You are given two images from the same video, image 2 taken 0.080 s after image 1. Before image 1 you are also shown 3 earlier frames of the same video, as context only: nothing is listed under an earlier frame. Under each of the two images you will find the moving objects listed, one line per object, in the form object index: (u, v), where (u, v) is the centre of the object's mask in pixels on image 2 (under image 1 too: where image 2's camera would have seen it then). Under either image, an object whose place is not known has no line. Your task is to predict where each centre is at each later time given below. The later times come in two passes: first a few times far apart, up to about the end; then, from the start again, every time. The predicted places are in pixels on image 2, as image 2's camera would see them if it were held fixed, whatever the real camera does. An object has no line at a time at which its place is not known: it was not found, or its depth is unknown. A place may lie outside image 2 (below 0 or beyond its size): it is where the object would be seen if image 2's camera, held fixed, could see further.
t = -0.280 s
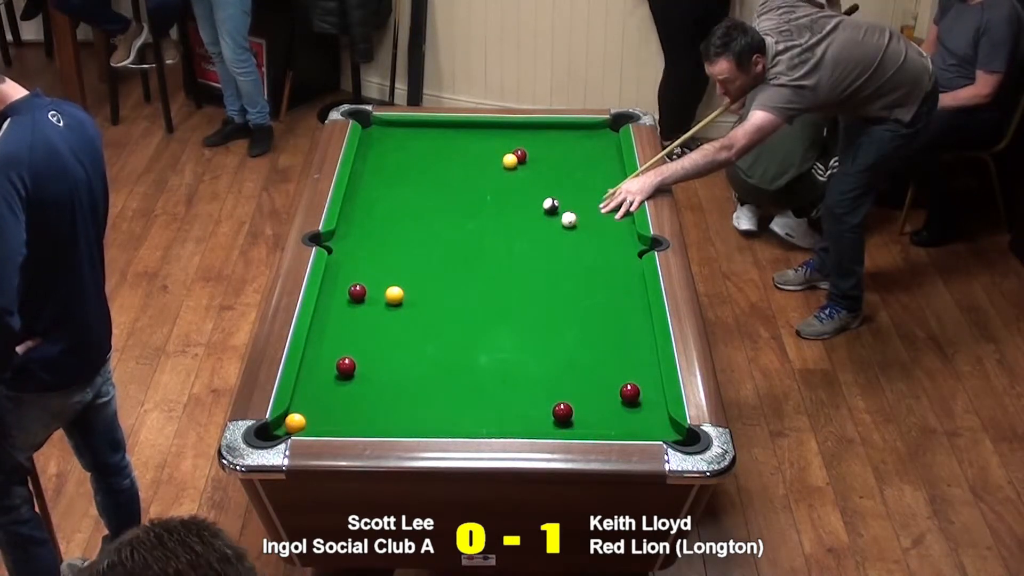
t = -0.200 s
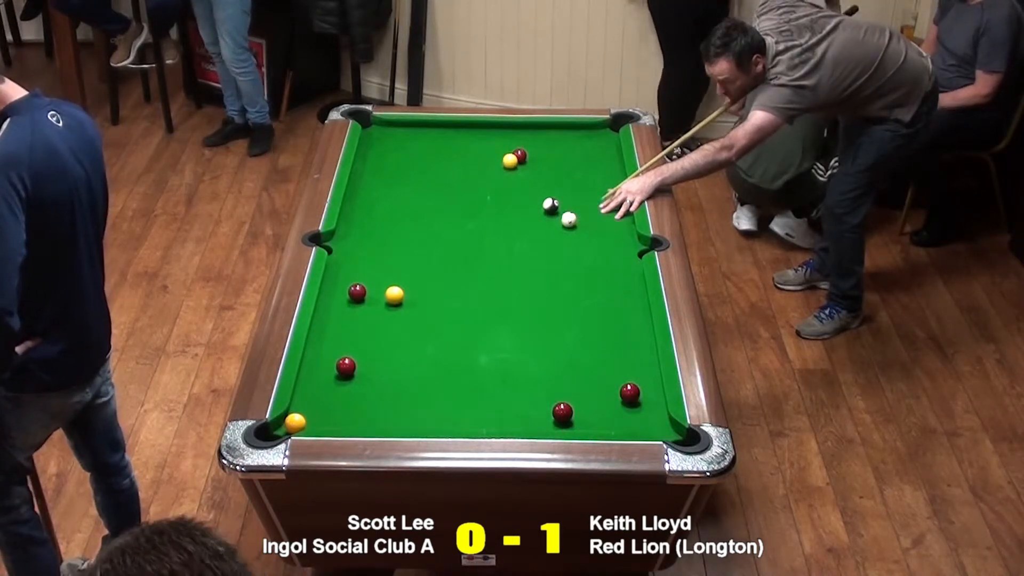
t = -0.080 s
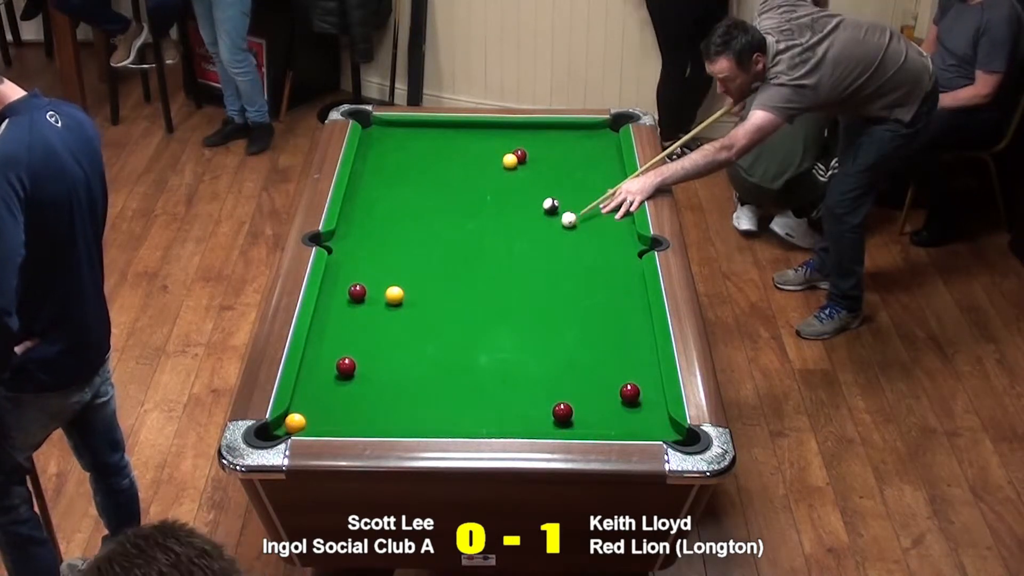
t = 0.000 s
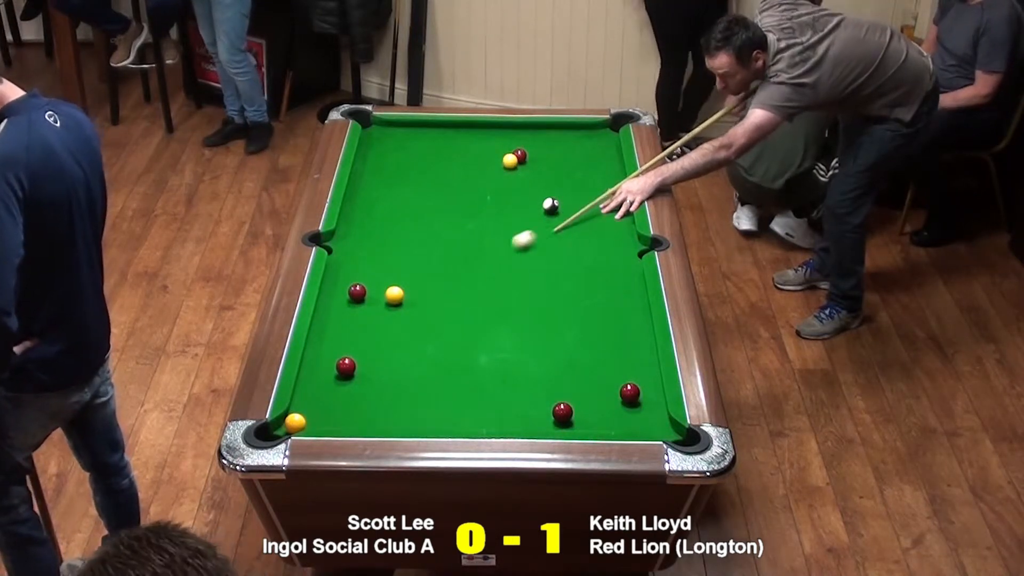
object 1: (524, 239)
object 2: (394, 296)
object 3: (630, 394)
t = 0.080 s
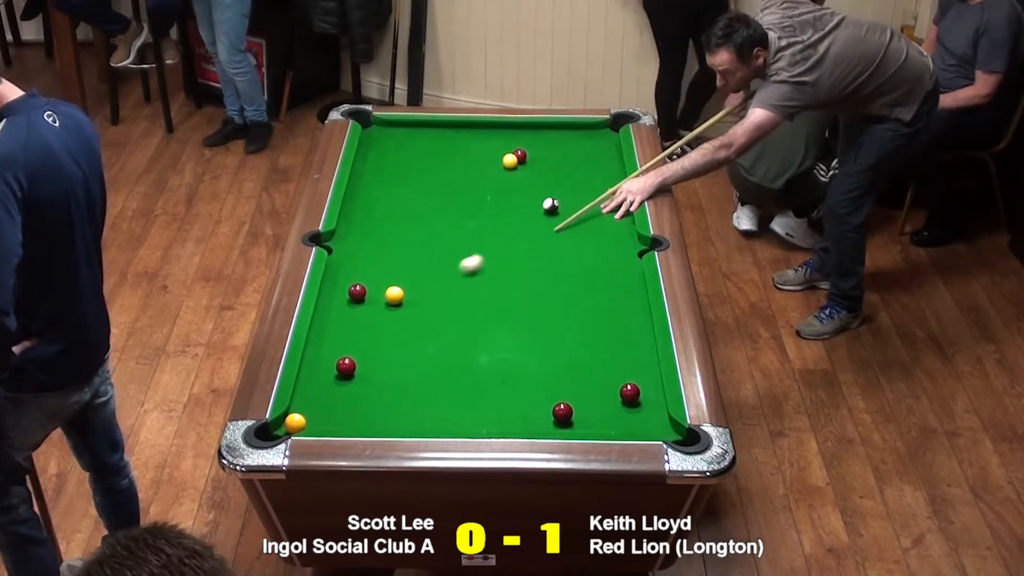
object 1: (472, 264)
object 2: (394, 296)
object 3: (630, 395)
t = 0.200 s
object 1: (415, 295)
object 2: (377, 299)
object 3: (630, 394)
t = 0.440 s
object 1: (444, 311)
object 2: (378, 329)
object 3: (630, 394)
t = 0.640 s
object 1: (467, 323)
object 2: (450, 350)
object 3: (630, 394)
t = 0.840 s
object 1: (491, 335)
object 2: (524, 370)
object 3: (630, 394)
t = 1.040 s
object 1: (514, 347)
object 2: (600, 392)
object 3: (630, 394)
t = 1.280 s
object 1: (540, 362)
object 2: (634, 420)
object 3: (633, 394)
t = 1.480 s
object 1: (562, 373)
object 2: (664, 428)
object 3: (602, 394)
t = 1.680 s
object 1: (582, 380)
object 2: (660, 431)
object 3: (573, 395)
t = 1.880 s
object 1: (598, 382)
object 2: (661, 430)
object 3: (546, 401)
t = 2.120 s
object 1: (616, 384)
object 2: (664, 428)
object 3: (516, 409)
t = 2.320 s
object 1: (629, 385)
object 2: (666, 427)
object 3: (492, 415)
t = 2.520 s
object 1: (641, 386)
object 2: (666, 427)
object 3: (469, 419)
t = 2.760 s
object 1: (653, 386)
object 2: (665, 427)
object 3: (443, 422)
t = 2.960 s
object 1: (648, 386)
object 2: (665, 427)
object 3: (425, 421)
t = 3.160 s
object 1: (643, 386)
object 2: (665, 427)
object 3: (411, 420)
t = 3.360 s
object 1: (640, 386)
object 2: (665, 427)
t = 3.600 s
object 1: (638, 386)
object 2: (665, 427)
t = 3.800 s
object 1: (638, 386)
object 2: (665, 427)
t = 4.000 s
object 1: (638, 386)
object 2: (665, 427)
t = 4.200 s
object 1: (638, 386)
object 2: (665, 427)
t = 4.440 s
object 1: (638, 386)
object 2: (665, 427)
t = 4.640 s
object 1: (638, 386)
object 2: (665, 427)
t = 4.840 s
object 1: (638, 386)
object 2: (665, 427)
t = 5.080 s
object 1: (638, 386)
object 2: (665, 426)
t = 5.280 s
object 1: (638, 386)
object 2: (665, 427)
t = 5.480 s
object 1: (638, 386)
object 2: (665, 426)
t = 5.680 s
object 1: (638, 386)
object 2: (665, 427)
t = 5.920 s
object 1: (638, 386)
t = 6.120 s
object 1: (638, 386)
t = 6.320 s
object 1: (638, 386)
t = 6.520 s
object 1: (638, 386)
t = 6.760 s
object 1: (638, 386)
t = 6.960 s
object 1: (638, 386)
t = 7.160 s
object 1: (638, 386)
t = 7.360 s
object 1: (638, 386)
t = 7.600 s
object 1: (638, 386)
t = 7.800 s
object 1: (638, 386)
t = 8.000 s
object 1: (638, 386)
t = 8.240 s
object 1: (638, 386)
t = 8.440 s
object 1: (638, 386)
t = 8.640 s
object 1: (638, 386)
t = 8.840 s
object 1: (638, 386)
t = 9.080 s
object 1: (638, 386)
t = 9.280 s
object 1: (638, 386)
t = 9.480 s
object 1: (638, 386)
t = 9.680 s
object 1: (638, 386)
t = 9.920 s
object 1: (638, 386)
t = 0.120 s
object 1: (446, 276)
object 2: (394, 296)
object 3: (630, 394)
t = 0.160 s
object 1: (419, 288)
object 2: (394, 296)
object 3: (630, 395)
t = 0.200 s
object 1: (415, 295)
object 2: (377, 299)
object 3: (630, 394)
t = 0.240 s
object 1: (420, 299)
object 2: (351, 306)
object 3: (630, 394)
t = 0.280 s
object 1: (425, 301)
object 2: (328, 311)
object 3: (630, 394)
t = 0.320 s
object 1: (429, 303)
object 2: (333, 317)
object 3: (630, 394)
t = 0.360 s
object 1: (434, 306)
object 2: (349, 321)
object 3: (630, 394)
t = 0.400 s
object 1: (439, 309)
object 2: (363, 325)
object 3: (630, 394)
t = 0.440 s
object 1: (444, 311)
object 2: (378, 329)
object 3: (630, 394)
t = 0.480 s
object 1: (449, 314)
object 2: (392, 333)
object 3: (630, 394)
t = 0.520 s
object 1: (453, 316)
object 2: (406, 337)
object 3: (630, 394)
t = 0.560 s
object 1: (458, 319)
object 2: (421, 341)
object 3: (630, 394)
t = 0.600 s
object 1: (463, 321)
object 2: (435, 345)
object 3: (630, 394)
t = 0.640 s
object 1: (467, 323)
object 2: (450, 350)
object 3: (630, 394)
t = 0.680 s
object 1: (472, 326)
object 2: (465, 354)
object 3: (630, 394)
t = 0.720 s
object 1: (477, 328)
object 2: (479, 358)
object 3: (630, 394)
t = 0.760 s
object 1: (481, 331)
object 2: (494, 362)
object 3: (630, 394)
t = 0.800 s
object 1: (486, 333)
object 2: (509, 366)
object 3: (630, 394)
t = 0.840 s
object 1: (491, 335)
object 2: (524, 370)
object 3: (630, 394)
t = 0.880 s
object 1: (495, 338)
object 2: (539, 375)
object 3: (630, 394)
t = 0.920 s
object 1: (500, 340)
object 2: (554, 379)
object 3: (630, 394)
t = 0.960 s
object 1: (505, 343)
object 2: (569, 383)
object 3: (630, 394)
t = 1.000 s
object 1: (509, 345)
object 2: (585, 387)
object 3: (630, 394)
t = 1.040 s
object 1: (514, 347)
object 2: (600, 392)
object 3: (630, 394)
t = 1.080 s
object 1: (518, 350)
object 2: (610, 397)
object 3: (635, 395)
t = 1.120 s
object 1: (522, 352)
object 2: (613, 402)
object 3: (647, 394)
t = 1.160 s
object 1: (527, 354)
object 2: (618, 406)
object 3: (653, 394)
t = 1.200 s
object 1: (531, 357)
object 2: (623, 411)
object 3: (646, 394)
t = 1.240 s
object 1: (536, 359)
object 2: (628, 416)
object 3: (639, 394)
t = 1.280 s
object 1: (540, 362)
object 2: (634, 420)
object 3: (633, 394)
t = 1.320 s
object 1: (545, 364)
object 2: (639, 423)
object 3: (626, 394)
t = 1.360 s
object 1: (549, 366)
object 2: (644, 427)
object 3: (620, 394)
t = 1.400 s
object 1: (553, 368)
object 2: (651, 427)
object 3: (614, 394)
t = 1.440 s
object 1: (557, 370)
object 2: (658, 428)
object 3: (608, 394)
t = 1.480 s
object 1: (562, 373)
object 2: (664, 428)
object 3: (602, 394)
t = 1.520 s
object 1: (566, 375)
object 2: (667, 428)
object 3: (595, 394)
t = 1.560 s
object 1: (570, 377)
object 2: (665, 429)
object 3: (590, 394)
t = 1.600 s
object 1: (574, 378)
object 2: (663, 430)
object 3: (584, 394)
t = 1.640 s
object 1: (578, 378)
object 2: (662, 430)
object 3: (578, 394)
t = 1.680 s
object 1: (582, 380)
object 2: (660, 431)
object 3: (573, 395)
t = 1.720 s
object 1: (585, 381)
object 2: (659, 432)
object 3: (567, 395)
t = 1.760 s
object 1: (588, 382)
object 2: (659, 432)
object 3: (561, 395)
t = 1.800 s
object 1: (592, 382)
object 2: (659, 431)
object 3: (556, 396)
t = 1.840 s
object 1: (595, 382)
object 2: (660, 431)
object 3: (550, 399)
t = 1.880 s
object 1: (598, 382)
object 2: (661, 430)
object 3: (546, 401)
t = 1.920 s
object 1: (601, 383)
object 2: (661, 430)
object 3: (541, 403)
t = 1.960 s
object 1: (604, 383)
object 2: (662, 430)
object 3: (536, 404)
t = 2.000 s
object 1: (607, 383)
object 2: (662, 429)
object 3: (531, 405)
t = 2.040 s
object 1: (610, 383)
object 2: (663, 429)
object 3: (526, 406)
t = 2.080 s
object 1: (613, 384)
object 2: (664, 429)
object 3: (521, 408)
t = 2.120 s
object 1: (616, 384)
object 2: (664, 428)
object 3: (516, 409)
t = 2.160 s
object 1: (619, 384)
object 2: (664, 428)
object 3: (511, 410)
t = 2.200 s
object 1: (621, 384)
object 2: (665, 428)
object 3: (506, 411)
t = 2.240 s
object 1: (624, 384)
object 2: (665, 428)
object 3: (502, 412)
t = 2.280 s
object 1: (627, 385)
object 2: (665, 427)
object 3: (497, 414)
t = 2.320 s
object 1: (629, 385)
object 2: (666, 427)
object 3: (492, 415)
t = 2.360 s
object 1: (632, 385)
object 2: (666, 427)
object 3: (487, 416)
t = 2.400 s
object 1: (634, 385)
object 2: (666, 427)
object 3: (483, 416)
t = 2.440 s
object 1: (637, 385)
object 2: (666, 427)
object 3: (478, 417)
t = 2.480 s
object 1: (639, 385)
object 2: (666, 427)
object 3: (473, 418)
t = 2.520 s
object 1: (641, 386)
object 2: (666, 427)
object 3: (469, 419)
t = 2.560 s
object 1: (643, 386)
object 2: (665, 427)
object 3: (464, 419)
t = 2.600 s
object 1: (645, 386)
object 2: (665, 427)
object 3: (460, 420)
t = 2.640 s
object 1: (647, 386)
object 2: (665, 427)
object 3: (455, 420)
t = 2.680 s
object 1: (650, 386)
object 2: (665, 427)
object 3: (451, 421)
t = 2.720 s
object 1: (651, 386)
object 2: (665, 427)
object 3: (447, 421)
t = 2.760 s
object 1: (653, 386)
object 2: (665, 427)
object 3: (443, 422)
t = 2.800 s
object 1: (652, 386)
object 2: (665, 427)
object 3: (438, 422)
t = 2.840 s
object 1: (651, 386)
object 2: (665, 427)
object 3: (435, 422)
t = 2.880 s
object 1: (650, 386)
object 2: (665, 427)
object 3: (432, 422)
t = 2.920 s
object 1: (649, 386)
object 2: (665, 427)
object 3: (428, 422)
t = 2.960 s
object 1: (648, 386)
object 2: (665, 427)
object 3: (425, 421)
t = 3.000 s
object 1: (647, 386)
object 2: (665, 427)
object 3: (422, 421)
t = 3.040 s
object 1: (646, 386)
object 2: (665, 427)
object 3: (419, 421)
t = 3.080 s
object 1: (645, 386)
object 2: (665, 427)
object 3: (416, 421)
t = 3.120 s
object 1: (644, 386)
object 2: (665, 427)
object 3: (413, 420)
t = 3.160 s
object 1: (643, 386)
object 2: (665, 427)
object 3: (411, 420)
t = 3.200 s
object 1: (643, 386)
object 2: (665, 427)
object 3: (408, 420)
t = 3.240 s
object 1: (642, 386)
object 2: (665, 427)
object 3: (405, 420)
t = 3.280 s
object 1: (641, 386)
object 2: (665, 427)
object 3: (403, 419)
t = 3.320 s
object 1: (641, 386)
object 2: (665, 427)
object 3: (400, 419)
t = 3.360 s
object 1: (640, 386)
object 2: (665, 427)
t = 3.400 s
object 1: (640, 386)
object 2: (665, 427)
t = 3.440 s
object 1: (640, 386)
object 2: (665, 427)
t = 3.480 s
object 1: (639, 386)
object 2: (665, 427)
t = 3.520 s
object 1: (639, 386)
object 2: (665, 427)
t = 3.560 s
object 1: (639, 386)
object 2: (665, 427)
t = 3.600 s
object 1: (638, 386)
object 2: (665, 427)
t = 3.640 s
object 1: (638, 386)
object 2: (665, 427)
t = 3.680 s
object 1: (638, 386)
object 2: (665, 427)
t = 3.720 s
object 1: (638, 386)
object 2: (665, 427)
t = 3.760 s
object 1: (638, 386)
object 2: (665, 427)
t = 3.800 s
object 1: (638, 386)
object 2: (665, 427)
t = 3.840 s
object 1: (638, 386)
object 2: (665, 427)
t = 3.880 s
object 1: (638, 386)
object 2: (665, 427)
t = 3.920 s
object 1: (638, 386)
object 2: (665, 427)
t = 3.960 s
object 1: (638, 386)
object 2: (665, 427)
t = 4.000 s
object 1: (638, 386)
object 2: (665, 427)
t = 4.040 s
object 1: (638, 386)
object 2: (665, 427)
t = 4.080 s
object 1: (638, 386)
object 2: (665, 427)
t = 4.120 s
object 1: (638, 386)
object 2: (665, 427)
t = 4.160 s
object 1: (638, 386)
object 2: (665, 427)
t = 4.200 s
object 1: (638, 386)
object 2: (665, 427)
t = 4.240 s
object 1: (638, 386)
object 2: (665, 427)
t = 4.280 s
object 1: (638, 386)
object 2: (665, 427)
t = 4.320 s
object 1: (638, 386)
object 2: (665, 427)
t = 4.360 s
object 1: (638, 386)
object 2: (665, 427)
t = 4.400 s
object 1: (638, 386)
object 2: (665, 427)
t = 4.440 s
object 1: (638, 386)
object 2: (665, 427)
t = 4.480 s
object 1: (638, 386)
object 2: (665, 427)
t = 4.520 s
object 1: (638, 386)
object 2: (665, 427)
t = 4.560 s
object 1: (638, 386)
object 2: (665, 427)
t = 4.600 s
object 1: (638, 386)
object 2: (665, 427)
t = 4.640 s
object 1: (638, 386)
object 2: (665, 427)
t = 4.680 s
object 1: (638, 386)
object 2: (665, 427)
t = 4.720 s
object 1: (638, 386)
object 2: (665, 427)
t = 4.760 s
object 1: (638, 386)
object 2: (665, 426)
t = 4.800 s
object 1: (638, 386)
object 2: (665, 427)
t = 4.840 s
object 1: (638, 386)
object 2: (665, 427)
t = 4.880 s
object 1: (638, 386)
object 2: (665, 426)
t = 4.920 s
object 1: (638, 386)
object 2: (665, 427)
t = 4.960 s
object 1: (638, 386)
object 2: (665, 426)
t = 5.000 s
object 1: (638, 386)
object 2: (665, 427)
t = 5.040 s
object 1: (638, 386)
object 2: (665, 426)
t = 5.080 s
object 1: (638, 386)
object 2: (665, 426)
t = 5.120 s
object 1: (638, 386)
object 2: (665, 426)
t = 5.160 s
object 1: (638, 386)
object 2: (665, 426)
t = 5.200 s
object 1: (638, 386)
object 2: (665, 426)
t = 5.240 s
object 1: (638, 386)
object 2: (665, 426)
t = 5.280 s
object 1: (638, 386)
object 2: (665, 427)
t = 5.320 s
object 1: (638, 386)
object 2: (665, 427)
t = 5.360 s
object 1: (638, 386)
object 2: (665, 427)
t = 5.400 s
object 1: (638, 386)
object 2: (665, 427)
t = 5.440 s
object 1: (638, 386)
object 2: (665, 426)
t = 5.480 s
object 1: (638, 386)
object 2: (665, 426)
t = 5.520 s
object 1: (638, 386)
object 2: (665, 427)
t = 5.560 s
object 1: (638, 386)
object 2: (665, 427)
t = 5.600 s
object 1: (638, 386)
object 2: (665, 427)
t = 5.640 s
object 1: (638, 386)
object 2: (665, 427)
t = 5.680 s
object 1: (638, 386)
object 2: (665, 427)
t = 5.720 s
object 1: (638, 386)
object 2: (665, 427)
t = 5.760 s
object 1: (638, 386)
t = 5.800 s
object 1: (638, 386)
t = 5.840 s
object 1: (638, 386)
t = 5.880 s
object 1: (638, 386)
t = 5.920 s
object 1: (638, 386)
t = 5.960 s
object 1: (638, 386)
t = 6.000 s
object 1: (638, 386)
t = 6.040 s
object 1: (638, 386)
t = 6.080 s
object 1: (638, 386)
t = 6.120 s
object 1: (638, 386)
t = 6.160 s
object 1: (638, 386)
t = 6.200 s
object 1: (638, 386)
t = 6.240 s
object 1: (638, 386)
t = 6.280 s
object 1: (638, 386)
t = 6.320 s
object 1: (638, 386)
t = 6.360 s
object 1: (638, 386)
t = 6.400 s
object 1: (638, 386)
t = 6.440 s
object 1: (638, 386)
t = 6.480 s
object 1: (638, 386)
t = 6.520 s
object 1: (638, 386)
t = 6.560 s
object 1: (638, 386)
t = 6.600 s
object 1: (638, 386)
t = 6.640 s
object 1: (638, 386)
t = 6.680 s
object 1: (638, 386)
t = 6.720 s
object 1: (638, 386)
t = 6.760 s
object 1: (638, 386)
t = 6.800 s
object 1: (638, 386)
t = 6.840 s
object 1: (638, 386)
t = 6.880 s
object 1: (638, 386)
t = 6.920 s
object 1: (638, 386)
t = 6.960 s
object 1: (638, 386)
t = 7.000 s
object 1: (638, 386)
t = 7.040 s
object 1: (638, 386)
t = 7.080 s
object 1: (638, 386)
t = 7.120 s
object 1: (638, 386)
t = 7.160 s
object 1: (638, 386)
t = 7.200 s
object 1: (638, 386)
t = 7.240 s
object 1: (638, 386)
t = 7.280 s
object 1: (638, 386)
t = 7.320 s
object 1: (638, 386)
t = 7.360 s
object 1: (638, 386)
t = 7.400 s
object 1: (638, 386)
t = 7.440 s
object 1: (638, 386)
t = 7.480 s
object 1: (638, 386)
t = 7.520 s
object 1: (638, 386)
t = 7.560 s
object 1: (638, 386)
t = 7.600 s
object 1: (638, 386)
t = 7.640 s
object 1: (638, 386)
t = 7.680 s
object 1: (638, 386)
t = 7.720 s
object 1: (638, 386)
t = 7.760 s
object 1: (638, 386)
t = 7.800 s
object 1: (638, 386)
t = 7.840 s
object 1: (638, 386)
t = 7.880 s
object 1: (638, 386)
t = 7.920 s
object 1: (638, 386)
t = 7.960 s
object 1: (638, 386)
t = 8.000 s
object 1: (638, 386)
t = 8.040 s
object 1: (638, 386)
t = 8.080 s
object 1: (638, 386)
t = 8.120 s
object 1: (638, 386)
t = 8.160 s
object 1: (638, 386)
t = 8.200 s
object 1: (638, 386)
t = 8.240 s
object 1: (638, 386)
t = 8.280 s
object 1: (638, 386)
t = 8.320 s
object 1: (638, 386)
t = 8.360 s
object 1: (638, 386)
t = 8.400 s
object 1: (638, 386)
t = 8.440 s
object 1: (638, 386)
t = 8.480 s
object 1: (638, 386)
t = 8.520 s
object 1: (638, 386)
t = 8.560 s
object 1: (638, 386)
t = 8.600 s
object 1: (638, 386)
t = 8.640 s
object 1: (638, 386)
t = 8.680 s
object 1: (638, 386)
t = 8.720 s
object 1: (638, 386)
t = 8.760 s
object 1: (638, 386)
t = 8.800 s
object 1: (638, 386)
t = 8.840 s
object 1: (638, 386)
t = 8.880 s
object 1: (638, 386)
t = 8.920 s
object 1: (638, 386)
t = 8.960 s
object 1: (638, 386)
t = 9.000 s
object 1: (638, 386)
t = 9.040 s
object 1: (638, 386)
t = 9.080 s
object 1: (638, 386)
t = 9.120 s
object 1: (638, 386)
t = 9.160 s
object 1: (638, 386)
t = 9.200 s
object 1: (638, 386)
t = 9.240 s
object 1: (638, 386)
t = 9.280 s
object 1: (638, 386)
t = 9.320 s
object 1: (638, 386)
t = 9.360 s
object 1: (638, 386)
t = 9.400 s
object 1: (638, 386)
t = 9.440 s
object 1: (638, 386)
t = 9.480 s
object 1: (638, 386)
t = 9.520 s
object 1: (638, 386)
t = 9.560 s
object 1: (638, 386)
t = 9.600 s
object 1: (638, 386)
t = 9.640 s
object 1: (638, 386)
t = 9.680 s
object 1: (638, 386)
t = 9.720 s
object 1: (638, 386)
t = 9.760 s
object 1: (638, 386)
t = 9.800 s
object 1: (638, 386)
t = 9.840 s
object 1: (638, 386)
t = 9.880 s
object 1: (638, 386)
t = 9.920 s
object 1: (638, 386)
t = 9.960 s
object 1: (638, 386)
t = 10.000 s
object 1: (638, 386)
